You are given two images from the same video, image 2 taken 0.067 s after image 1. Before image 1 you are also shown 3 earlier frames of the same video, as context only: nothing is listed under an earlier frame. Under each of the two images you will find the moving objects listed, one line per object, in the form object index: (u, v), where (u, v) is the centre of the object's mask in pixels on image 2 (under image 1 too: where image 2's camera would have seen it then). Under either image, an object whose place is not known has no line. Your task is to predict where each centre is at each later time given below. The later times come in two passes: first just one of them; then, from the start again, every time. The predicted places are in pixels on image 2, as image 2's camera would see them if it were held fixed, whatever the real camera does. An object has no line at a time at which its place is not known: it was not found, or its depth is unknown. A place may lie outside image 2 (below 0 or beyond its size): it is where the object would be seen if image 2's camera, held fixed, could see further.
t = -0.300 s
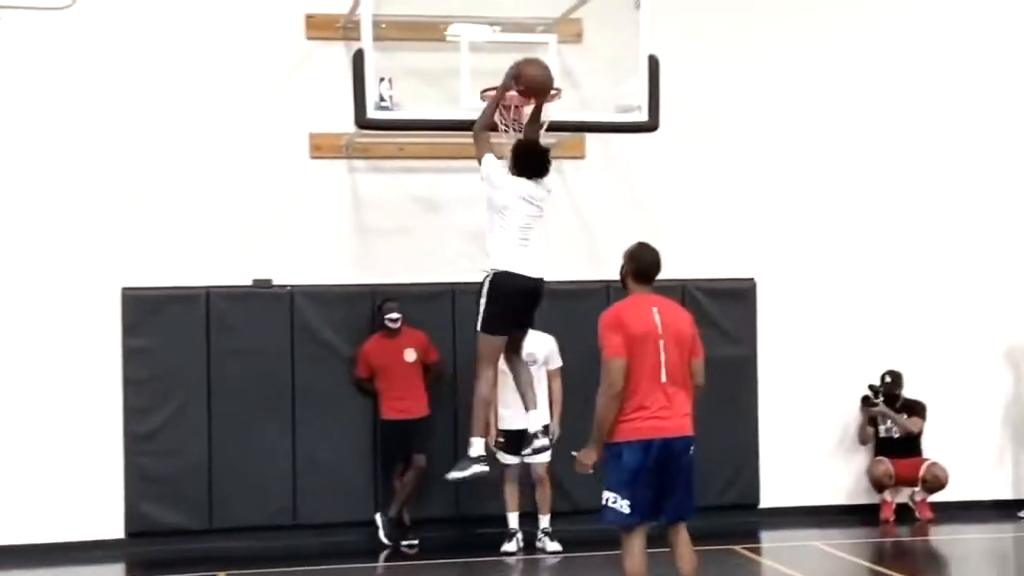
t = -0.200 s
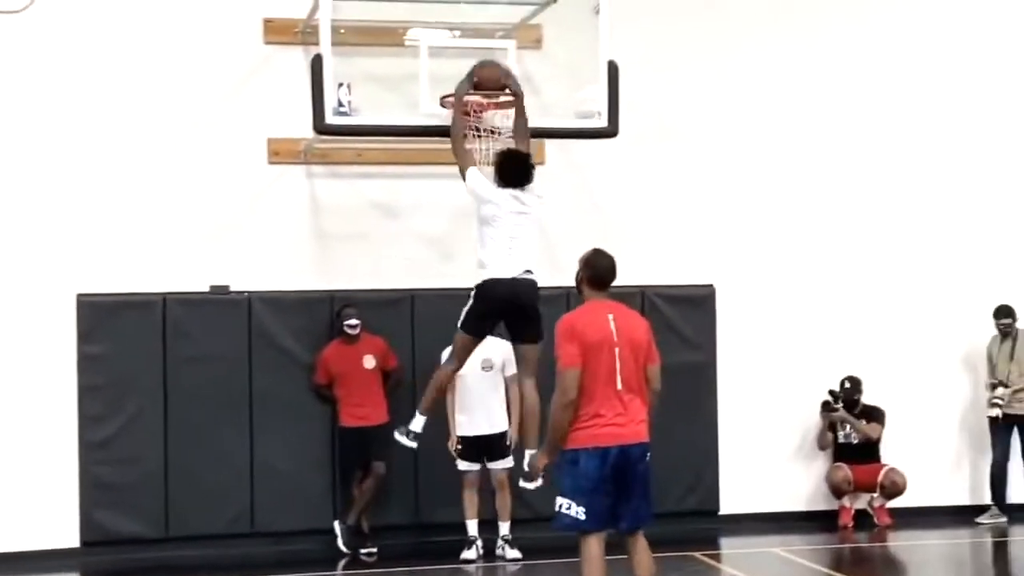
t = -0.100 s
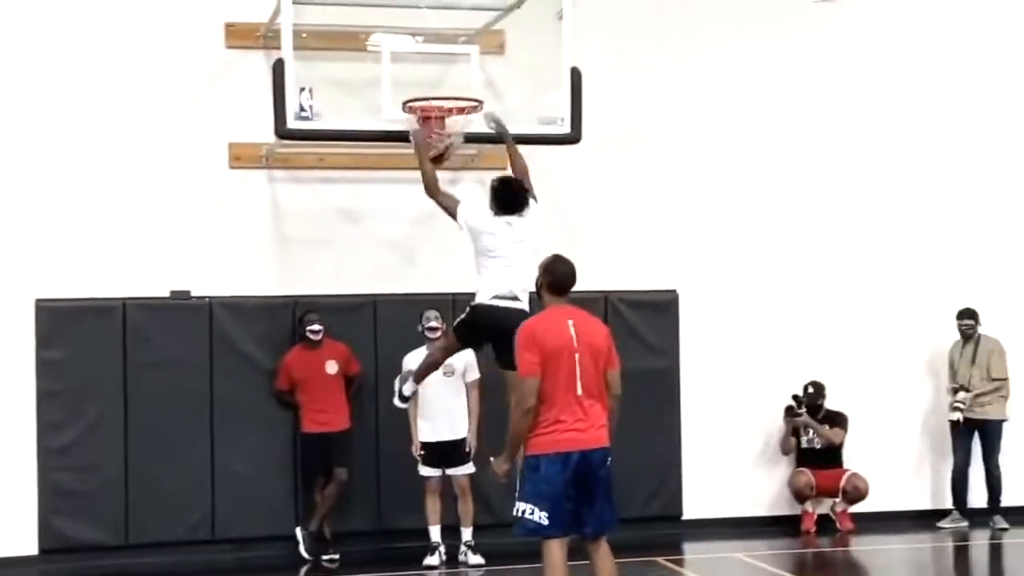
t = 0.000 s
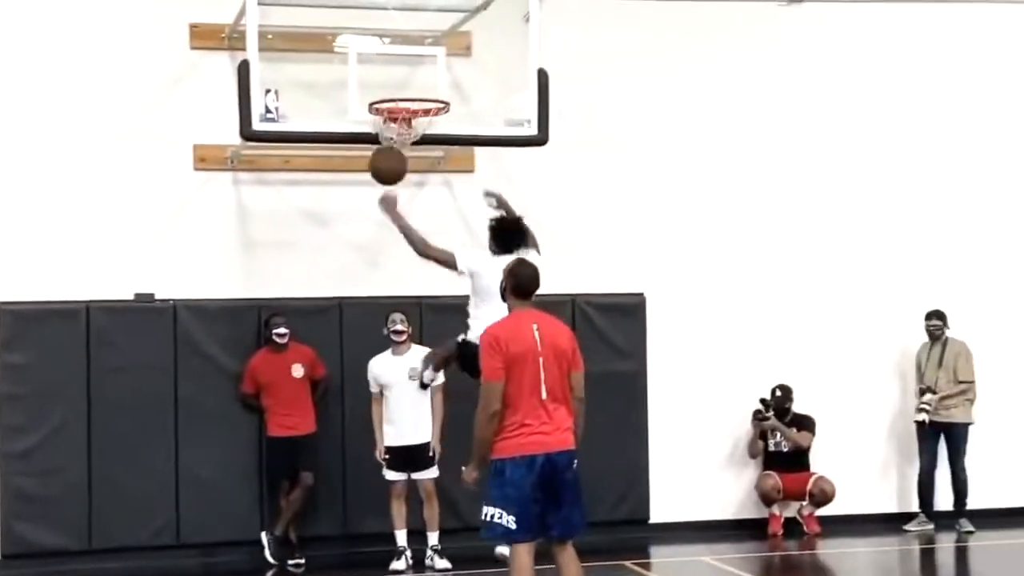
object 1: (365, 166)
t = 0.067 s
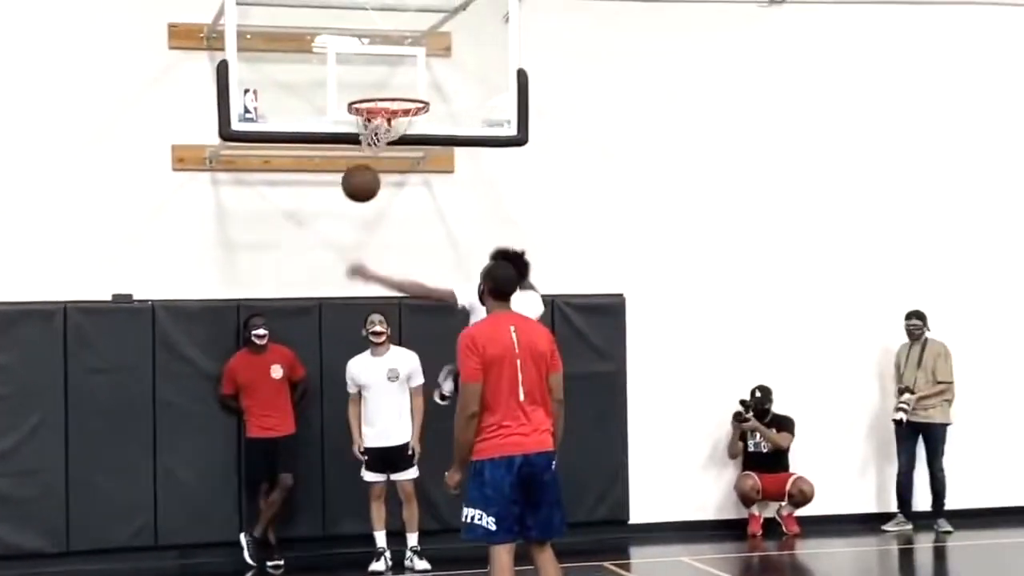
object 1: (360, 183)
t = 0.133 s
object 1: (354, 207)
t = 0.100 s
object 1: (358, 194)
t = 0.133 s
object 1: (354, 207)
